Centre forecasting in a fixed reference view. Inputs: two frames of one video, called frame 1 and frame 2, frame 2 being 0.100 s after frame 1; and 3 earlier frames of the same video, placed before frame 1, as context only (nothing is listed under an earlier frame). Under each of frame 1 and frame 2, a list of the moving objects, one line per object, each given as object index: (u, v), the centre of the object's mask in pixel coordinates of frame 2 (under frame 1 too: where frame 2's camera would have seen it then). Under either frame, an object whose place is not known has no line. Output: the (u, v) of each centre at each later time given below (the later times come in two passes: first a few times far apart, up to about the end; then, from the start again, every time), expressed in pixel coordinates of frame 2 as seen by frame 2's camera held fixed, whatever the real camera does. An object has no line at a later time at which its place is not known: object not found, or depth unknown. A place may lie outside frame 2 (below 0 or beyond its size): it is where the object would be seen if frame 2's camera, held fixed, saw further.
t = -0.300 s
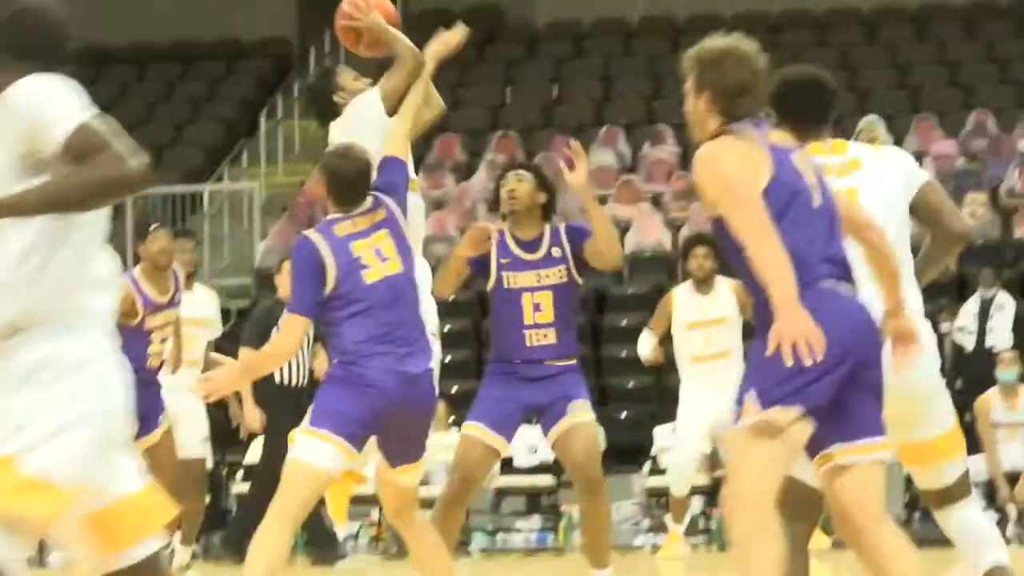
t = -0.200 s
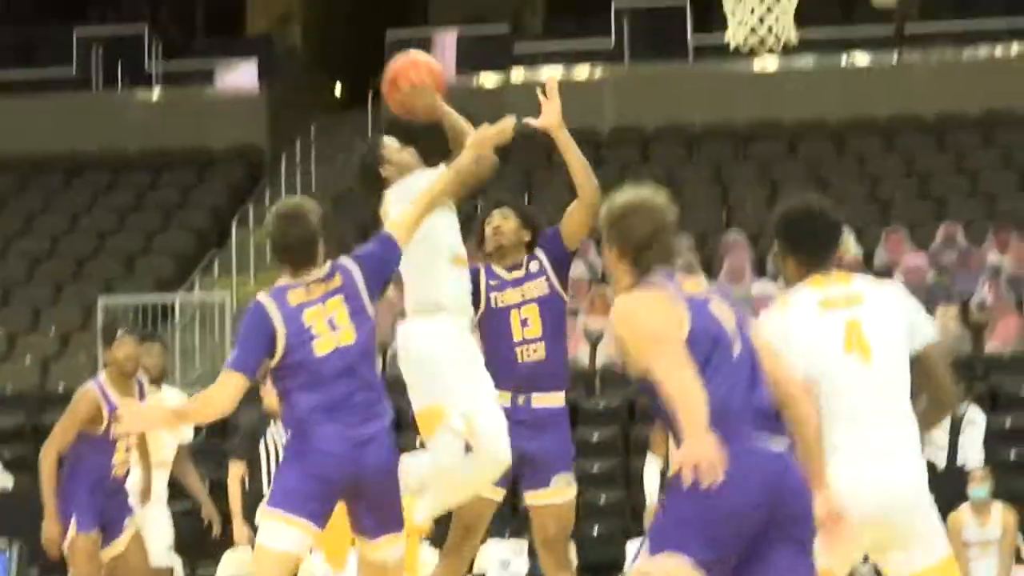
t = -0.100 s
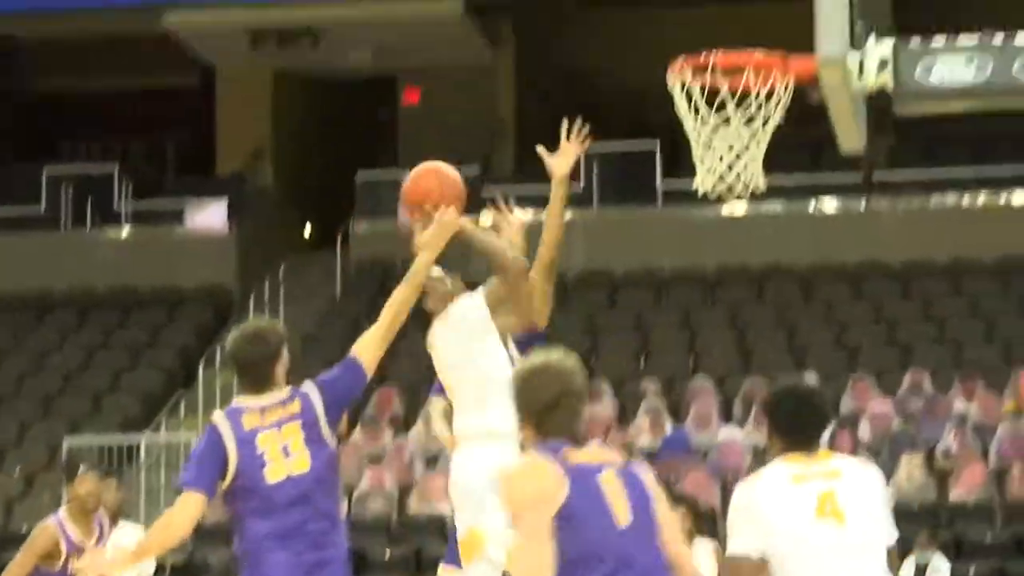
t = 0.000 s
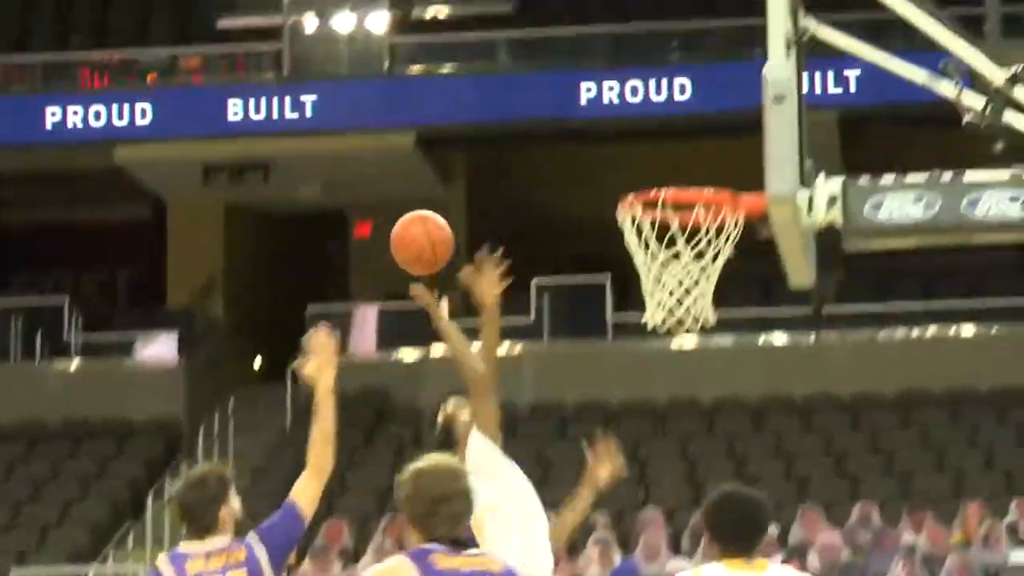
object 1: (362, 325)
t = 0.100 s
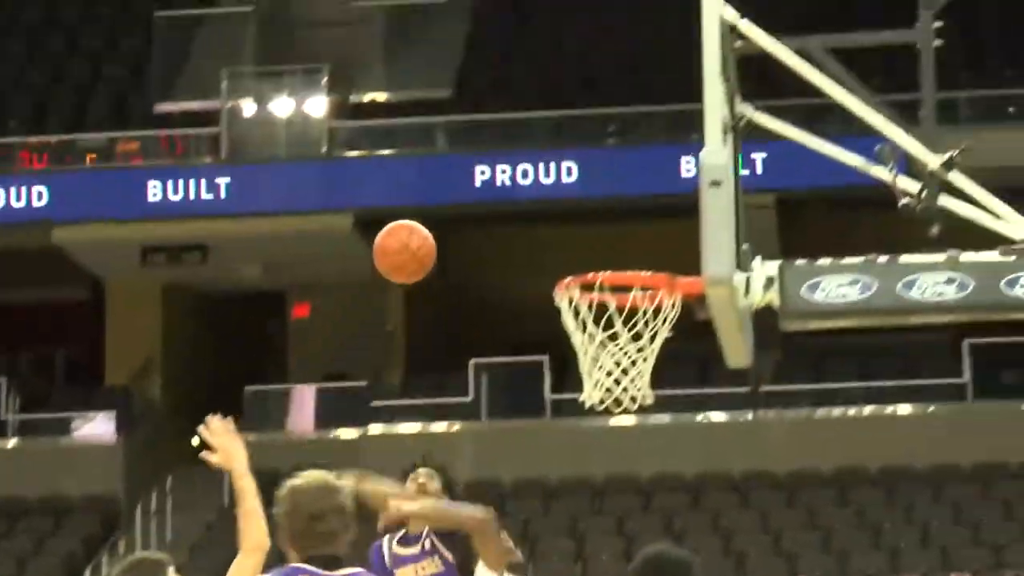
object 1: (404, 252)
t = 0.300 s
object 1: (485, 188)
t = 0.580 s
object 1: (609, 252)
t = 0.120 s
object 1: (412, 241)
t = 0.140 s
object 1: (420, 231)
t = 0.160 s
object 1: (428, 222)
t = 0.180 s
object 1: (436, 215)
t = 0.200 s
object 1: (444, 209)
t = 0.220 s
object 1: (452, 204)
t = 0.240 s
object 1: (460, 197)
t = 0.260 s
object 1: (468, 194)
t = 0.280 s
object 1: (477, 190)
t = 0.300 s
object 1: (485, 188)
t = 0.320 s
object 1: (493, 186)
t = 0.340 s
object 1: (502, 186)
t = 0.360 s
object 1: (511, 186)
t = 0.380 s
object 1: (519, 188)
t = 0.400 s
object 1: (528, 190)
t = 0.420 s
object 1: (537, 195)
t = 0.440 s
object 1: (546, 199)
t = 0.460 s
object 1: (555, 205)
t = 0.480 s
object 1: (565, 213)
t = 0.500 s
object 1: (574, 221)
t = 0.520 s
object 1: (583, 230)
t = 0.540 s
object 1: (592, 240)
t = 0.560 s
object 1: (600, 247)
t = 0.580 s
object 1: (609, 252)
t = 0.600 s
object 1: (616, 271)
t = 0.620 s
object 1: (625, 290)
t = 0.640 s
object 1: (635, 307)
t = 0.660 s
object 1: (647, 321)
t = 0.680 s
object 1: (655, 333)
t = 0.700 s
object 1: (659, 345)
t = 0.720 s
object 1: (659, 351)
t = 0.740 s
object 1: (660, 356)
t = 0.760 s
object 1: (658, 370)
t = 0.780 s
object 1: (659, 370)
